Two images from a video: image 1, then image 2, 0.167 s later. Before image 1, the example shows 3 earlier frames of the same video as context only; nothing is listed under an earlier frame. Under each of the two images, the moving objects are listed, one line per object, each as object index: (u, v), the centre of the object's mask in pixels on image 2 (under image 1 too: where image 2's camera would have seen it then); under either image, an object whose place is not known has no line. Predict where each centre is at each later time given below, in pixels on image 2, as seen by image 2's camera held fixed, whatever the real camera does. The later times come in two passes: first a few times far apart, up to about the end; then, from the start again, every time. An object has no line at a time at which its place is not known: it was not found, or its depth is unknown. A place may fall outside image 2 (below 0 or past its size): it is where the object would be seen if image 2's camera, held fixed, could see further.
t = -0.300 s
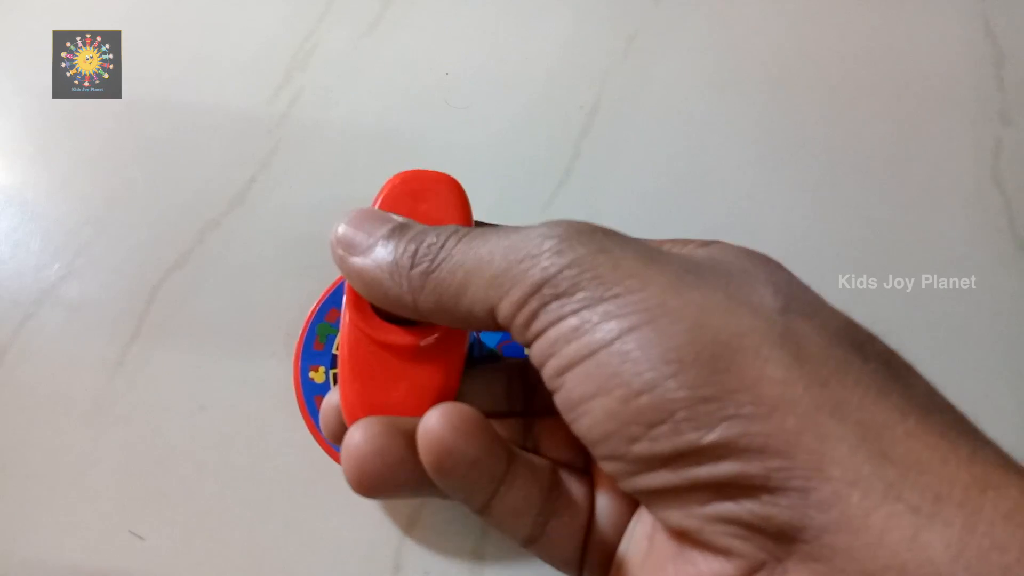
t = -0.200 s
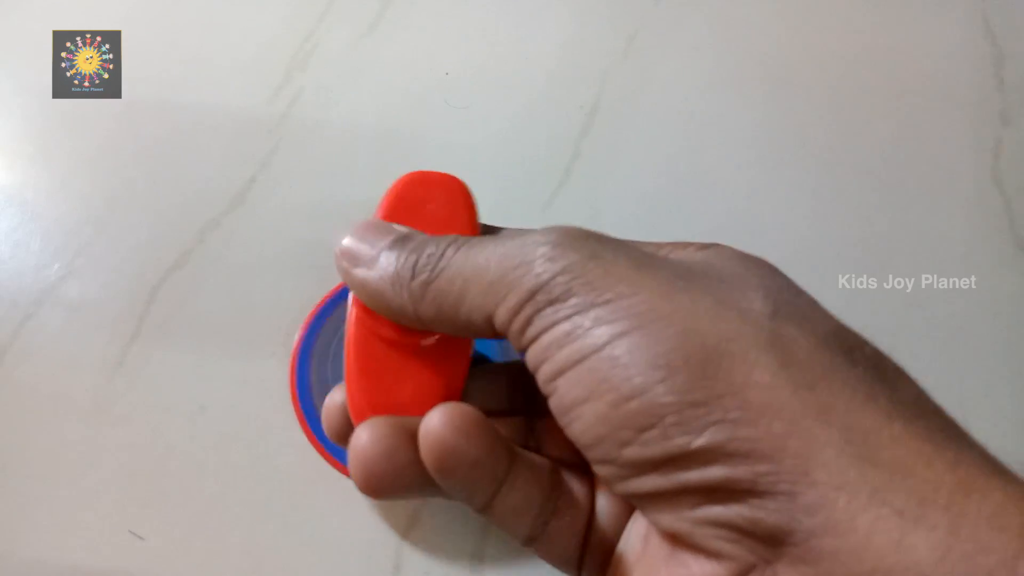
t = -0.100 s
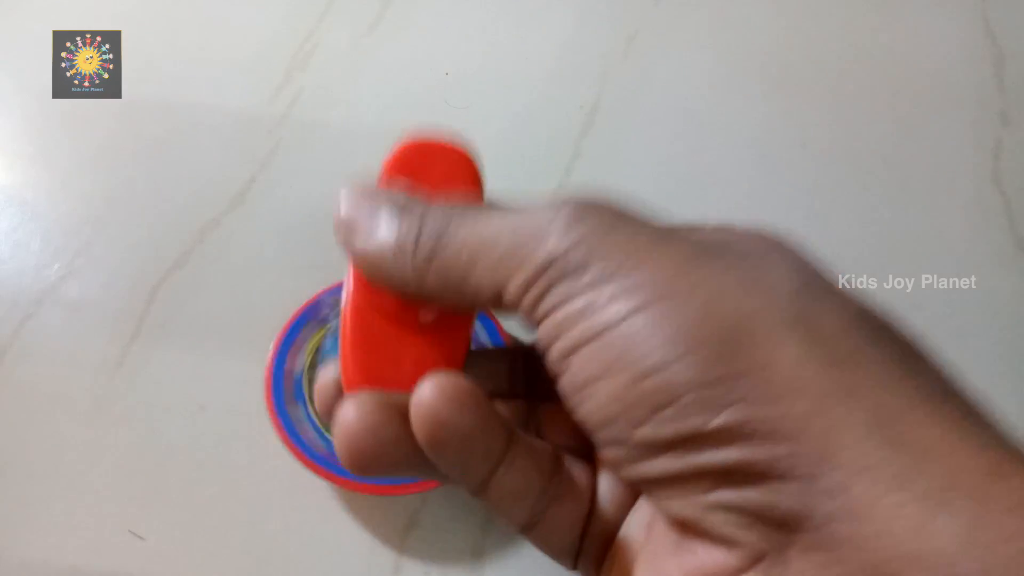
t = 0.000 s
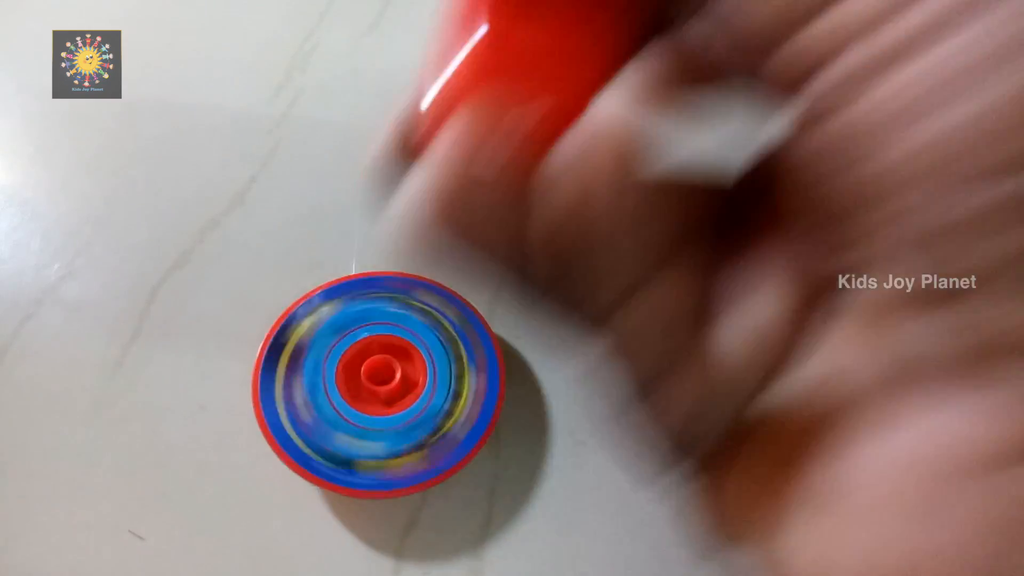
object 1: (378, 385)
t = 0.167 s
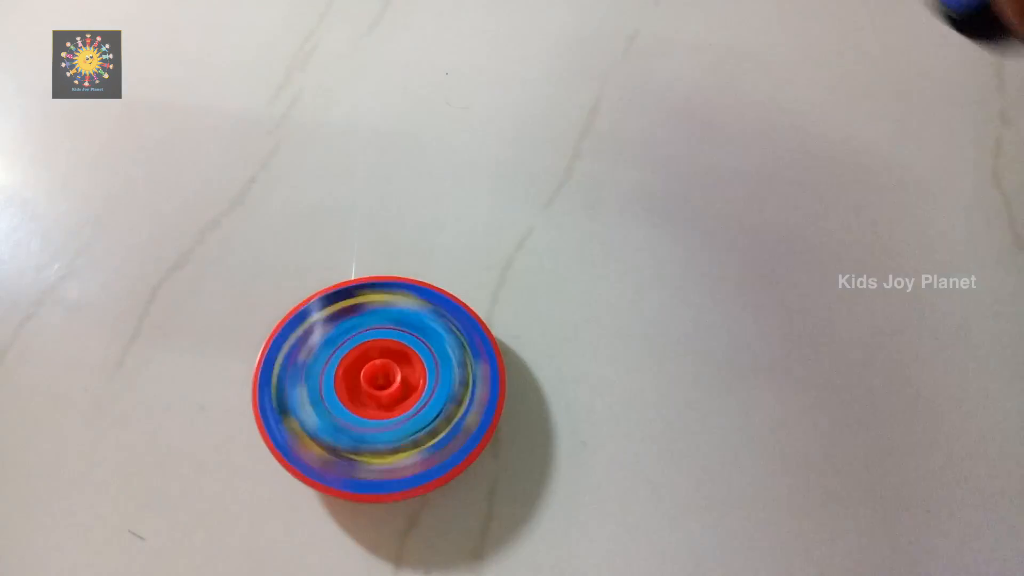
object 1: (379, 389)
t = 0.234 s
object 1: (379, 392)
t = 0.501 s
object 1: (387, 397)
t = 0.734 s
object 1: (394, 396)
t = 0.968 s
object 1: (398, 391)
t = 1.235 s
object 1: (396, 388)
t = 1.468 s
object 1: (392, 387)
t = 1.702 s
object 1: (389, 390)
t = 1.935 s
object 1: (388, 396)
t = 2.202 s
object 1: (389, 400)
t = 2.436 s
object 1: (394, 402)
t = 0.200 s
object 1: (378, 391)
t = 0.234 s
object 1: (379, 392)
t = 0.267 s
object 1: (380, 393)
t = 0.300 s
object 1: (382, 394)
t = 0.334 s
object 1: (382, 394)
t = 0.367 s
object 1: (383, 395)
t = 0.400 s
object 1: (383, 395)
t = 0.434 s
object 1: (383, 396)
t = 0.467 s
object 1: (385, 397)
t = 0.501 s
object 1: (387, 397)
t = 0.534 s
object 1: (388, 396)
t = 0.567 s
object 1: (388, 396)
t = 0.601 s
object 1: (389, 397)
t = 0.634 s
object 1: (390, 397)
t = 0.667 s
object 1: (391, 397)
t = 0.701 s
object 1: (393, 396)
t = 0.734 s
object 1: (394, 396)
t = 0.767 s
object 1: (395, 395)
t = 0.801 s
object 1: (395, 394)
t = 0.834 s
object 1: (396, 394)
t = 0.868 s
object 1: (397, 395)
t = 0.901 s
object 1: (398, 394)
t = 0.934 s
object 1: (398, 392)
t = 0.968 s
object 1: (398, 391)
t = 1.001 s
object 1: (398, 391)
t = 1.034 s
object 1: (398, 391)
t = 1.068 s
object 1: (398, 391)
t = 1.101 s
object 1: (398, 390)
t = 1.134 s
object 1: (398, 390)
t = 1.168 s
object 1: (398, 389)
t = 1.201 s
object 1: (397, 388)
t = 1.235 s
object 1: (396, 388)
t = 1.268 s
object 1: (396, 388)
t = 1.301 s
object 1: (396, 388)
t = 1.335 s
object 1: (396, 387)
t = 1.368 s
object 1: (395, 387)
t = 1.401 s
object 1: (393, 387)
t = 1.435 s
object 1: (392, 387)
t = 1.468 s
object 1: (392, 387)
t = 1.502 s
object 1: (392, 387)
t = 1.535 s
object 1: (392, 387)
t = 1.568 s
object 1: (392, 387)
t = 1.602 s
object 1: (390, 387)
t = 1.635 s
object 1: (389, 388)
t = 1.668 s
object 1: (389, 389)
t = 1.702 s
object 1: (389, 390)
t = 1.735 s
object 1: (389, 390)
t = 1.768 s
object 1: (388, 390)
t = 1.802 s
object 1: (388, 391)
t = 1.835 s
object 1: (387, 392)
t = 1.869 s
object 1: (387, 394)
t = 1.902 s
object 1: (387, 395)
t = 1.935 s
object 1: (388, 396)
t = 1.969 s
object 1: (388, 396)
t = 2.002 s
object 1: (387, 396)
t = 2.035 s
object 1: (387, 397)
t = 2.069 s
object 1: (387, 399)
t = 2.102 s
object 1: (388, 400)
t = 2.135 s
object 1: (389, 400)
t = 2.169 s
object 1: (390, 400)
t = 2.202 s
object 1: (389, 400)
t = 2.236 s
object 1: (389, 401)
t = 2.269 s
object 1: (390, 401)
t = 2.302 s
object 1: (391, 402)
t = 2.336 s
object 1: (392, 403)
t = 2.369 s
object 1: (394, 402)
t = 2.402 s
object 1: (394, 401)
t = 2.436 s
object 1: (394, 402)
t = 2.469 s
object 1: (394, 403)
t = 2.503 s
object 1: (395, 403)
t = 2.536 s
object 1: (397, 402)
